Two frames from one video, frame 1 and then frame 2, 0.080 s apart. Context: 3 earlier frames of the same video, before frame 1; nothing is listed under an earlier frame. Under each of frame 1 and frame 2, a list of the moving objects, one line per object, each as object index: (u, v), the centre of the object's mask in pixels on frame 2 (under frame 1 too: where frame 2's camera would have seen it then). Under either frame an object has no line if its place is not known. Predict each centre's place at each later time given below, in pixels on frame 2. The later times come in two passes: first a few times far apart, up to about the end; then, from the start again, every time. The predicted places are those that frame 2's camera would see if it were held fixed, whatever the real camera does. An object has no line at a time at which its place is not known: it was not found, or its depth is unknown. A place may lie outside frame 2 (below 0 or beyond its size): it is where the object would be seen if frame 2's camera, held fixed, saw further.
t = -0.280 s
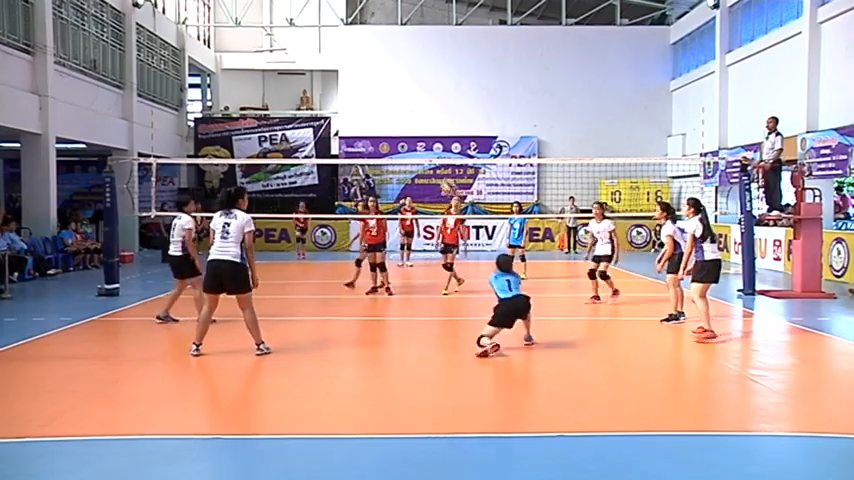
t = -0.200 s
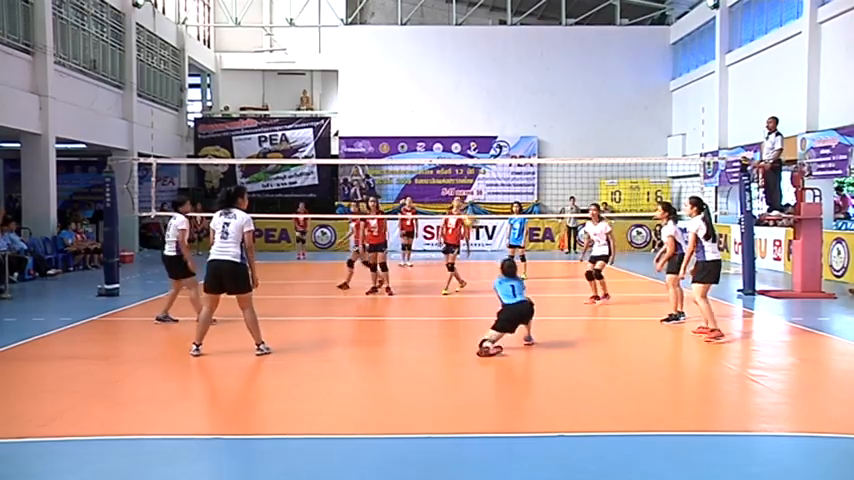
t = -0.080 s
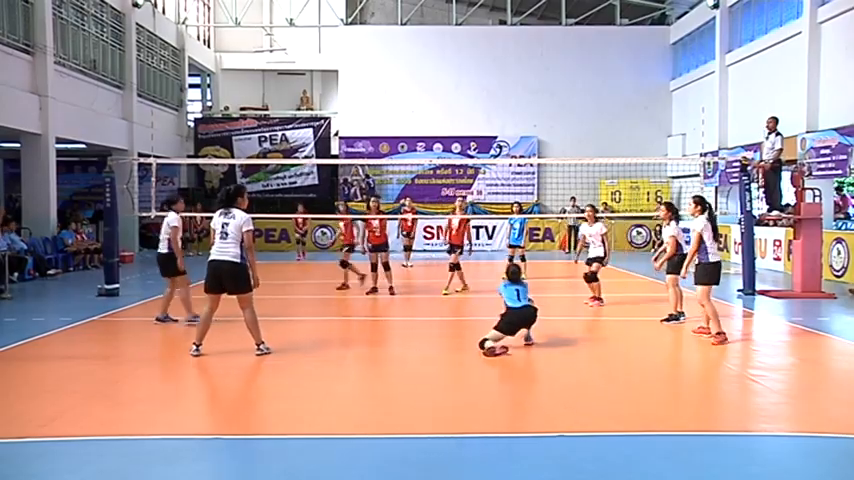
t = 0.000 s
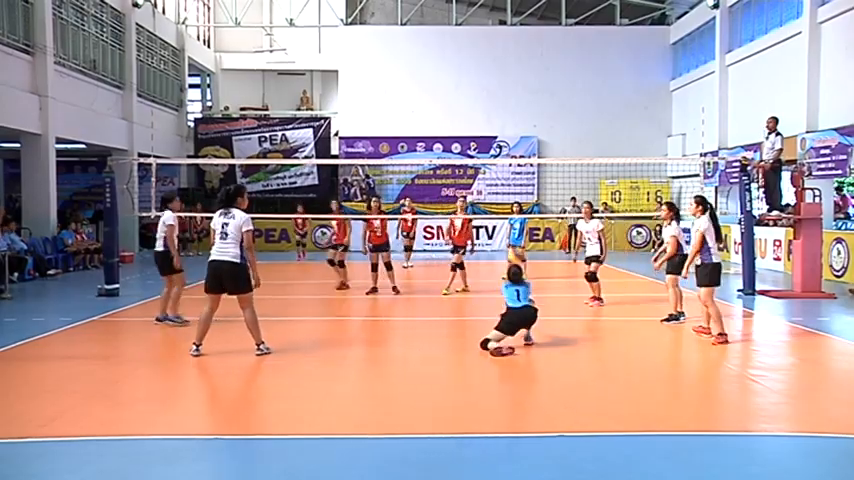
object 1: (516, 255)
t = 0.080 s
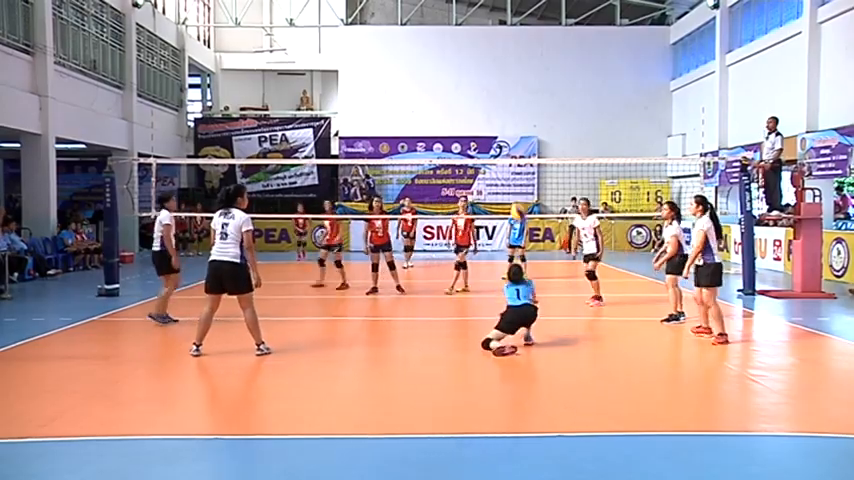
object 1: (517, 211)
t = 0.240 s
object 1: (522, 146)
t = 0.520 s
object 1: (532, 90)
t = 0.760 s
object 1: (537, 93)
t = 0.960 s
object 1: (542, 123)
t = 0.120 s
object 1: (520, 193)
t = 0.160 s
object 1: (520, 177)
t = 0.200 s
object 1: (521, 161)
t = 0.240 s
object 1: (522, 146)
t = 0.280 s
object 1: (525, 135)
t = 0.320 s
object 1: (526, 124)
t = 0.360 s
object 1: (527, 115)
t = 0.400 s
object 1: (528, 106)
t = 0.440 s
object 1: (529, 100)
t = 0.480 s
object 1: (530, 95)
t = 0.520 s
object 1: (532, 90)
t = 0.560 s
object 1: (532, 88)
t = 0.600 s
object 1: (533, 86)
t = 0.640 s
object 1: (534, 87)
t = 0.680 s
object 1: (535, 87)
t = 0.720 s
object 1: (536, 89)
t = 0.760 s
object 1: (537, 93)
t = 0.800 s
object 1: (538, 96)
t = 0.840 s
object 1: (539, 101)
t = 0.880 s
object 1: (539, 108)
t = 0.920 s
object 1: (540, 116)
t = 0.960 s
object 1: (542, 123)
